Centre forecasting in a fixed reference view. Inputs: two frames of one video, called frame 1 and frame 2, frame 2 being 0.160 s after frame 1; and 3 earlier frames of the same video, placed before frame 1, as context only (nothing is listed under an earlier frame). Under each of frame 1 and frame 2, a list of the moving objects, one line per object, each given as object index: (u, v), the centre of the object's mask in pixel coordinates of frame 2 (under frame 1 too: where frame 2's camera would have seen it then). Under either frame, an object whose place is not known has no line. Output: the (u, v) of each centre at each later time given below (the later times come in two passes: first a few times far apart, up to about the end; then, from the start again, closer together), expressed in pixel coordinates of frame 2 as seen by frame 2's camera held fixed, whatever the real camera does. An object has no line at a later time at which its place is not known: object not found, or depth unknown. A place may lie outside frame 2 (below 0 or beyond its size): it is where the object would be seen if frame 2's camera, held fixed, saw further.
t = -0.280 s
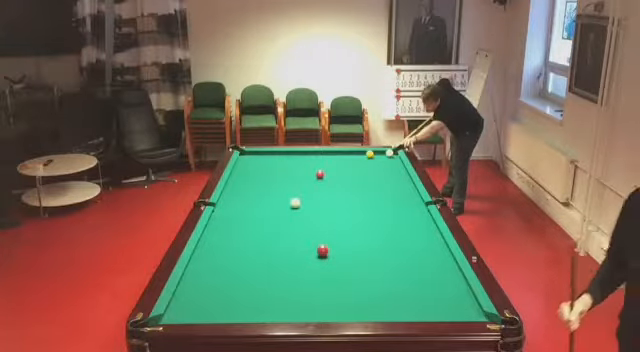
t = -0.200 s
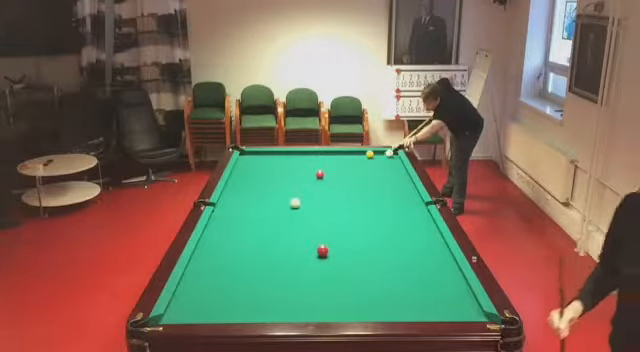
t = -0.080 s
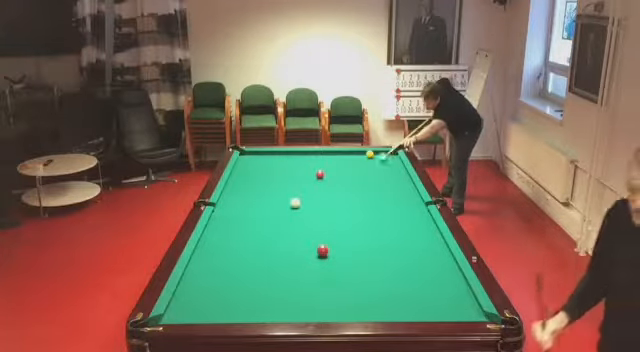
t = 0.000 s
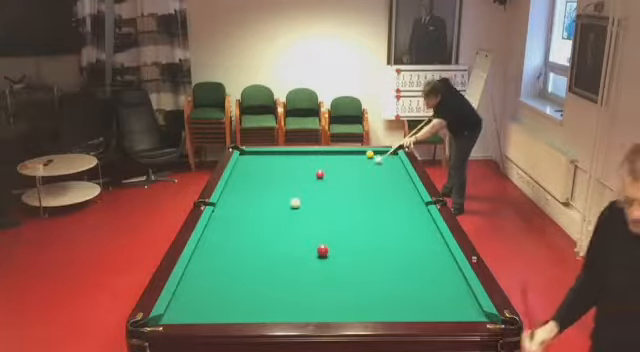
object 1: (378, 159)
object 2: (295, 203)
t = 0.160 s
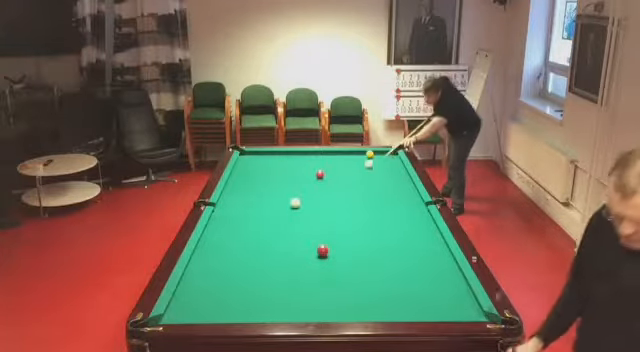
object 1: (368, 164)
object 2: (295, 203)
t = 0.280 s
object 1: (362, 167)
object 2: (295, 203)
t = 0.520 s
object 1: (347, 175)
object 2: (295, 203)
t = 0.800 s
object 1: (329, 186)
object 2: (295, 203)
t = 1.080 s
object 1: (308, 197)
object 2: (295, 203)
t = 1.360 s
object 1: (298, 201)
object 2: (282, 209)
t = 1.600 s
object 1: (294, 203)
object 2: (269, 215)
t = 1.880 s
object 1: (291, 206)
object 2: (253, 224)
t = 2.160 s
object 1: (287, 208)
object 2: (235, 233)
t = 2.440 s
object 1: (284, 210)
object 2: (218, 242)
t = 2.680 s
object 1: (281, 213)
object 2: (203, 250)
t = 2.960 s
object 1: (279, 214)
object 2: (201, 257)
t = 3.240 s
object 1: (276, 215)
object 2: (206, 264)
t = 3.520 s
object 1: (275, 217)
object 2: (211, 271)
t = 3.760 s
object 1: (274, 217)
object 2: (215, 276)
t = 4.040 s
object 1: (273, 218)
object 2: (219, 283)
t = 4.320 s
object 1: (272, 218)
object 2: (223, 289)
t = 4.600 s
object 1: (272, 218)
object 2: (228, 295)
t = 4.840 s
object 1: (272, 218)
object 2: (231, 300)
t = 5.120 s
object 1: (272, 218)
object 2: (234, 305)
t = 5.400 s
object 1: (272, 218)
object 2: (238, 310)
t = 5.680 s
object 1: (272, 218)
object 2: (241, 313)
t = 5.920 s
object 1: (272, 218)
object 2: (243, 314)
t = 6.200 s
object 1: (272, 218)
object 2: (246, 312)
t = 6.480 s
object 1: (272, 218)
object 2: (247, 311)
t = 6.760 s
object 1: (272, 218)
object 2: (248, 311)
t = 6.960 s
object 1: (272, 218)
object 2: (248, 311)
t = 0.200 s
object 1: (366, 165)
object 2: (295, 203)
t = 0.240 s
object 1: (364, 166)
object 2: (295, 203)
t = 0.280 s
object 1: (362, 167)
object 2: (295, 203)
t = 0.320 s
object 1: (359, 168)
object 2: (295, 203)
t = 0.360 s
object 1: (358, 170)
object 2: (295, 203)
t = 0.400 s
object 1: (355, 171)
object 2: (295, 203)
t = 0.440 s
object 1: (352, 173)
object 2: (295, 203)
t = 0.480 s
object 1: (350, 174)
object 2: (295, 203)
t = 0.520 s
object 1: (347, 175)
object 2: (295, 203)
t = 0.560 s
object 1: (345, 176)
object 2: (295, 203)
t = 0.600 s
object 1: (342, 178)
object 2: (295, 203)
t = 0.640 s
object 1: (340, 180)
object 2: (295, 203)
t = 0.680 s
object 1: (336, 181)
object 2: (295, 203)
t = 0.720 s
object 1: (333, 182)
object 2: (295, 203)
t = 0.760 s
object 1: (332, 184)
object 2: (295, 203)
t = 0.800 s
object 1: (329, 186)
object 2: (295, 203)
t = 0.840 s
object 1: (326, 187)
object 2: (295, 203)
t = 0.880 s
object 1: (323, 188)
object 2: (295, 203)
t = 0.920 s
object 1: (320, 189)
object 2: (295, 203)
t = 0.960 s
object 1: (319, 190)
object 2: (295, 203)
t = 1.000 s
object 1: (313, 192)
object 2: (295, 203)
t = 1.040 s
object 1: (310, 195)
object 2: (295, 203)
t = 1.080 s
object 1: (308, 197)
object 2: (295, 203)
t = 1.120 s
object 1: (304, 198)
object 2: (295, 203)
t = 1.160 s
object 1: (302, 198)
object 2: (295, 203)
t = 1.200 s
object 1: (300, 199)
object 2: (293, 204)
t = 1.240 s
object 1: (300, 200)
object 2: (290, 206)
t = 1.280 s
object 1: (299, 201)
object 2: (287, 207)
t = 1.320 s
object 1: (298, 201)
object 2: (285, 208)
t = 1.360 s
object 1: (298, 201)
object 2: (282, 209)
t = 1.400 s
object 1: (298, 202)
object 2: (280, 210)
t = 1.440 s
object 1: (297, 202)
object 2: (279, 211)
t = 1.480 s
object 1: (296, 202)
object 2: (276, 212)
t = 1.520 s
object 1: (296, 203)
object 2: (273, 213)
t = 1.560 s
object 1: (295, 203)
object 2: (271, 215)
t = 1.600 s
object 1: (294, 203)
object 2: (269, 215)
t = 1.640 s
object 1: (295, 203)
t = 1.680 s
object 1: (293, 204)
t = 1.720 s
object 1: (293, 205)
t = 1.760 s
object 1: (292, 206)
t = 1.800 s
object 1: (292, 205)
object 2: (258, 220)
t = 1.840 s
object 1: (291, 206)
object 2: (256, 221)
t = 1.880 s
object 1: (291, 206)
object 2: (253, 224)
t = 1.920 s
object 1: (290, 207)
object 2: (250, 225)
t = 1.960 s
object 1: (290, 207)
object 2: (248, 226)
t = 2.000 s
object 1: (289, 207)
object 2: (245, 228)
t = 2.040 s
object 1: (289, 208)
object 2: (243, 229)
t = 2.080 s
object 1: (288, 208)
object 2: (240, 231)
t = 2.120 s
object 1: (288, 208)
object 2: (238, 232)
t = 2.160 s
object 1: (287, 208)
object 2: (235, 233)
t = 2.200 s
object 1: (286, 209)
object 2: (233, 234)
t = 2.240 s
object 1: (286, 209)
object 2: (231, 235)
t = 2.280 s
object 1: (286, 209)
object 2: (228, 236)
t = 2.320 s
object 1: (286, 209)
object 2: (226, 238)
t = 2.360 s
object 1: (285, 210)
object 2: (223, 239)
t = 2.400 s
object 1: (284, 210)
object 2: (221, 240)
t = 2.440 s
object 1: (284, 210)
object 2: (218, 242)
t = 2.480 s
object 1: (283, 211)
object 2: (215, 243)
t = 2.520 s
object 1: (283, 211)
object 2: (213, 244)
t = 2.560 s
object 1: (283, 212)
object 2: (210, 246)
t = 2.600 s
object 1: (282, 212)
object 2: (208, 247)
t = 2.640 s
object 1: (282, 212)
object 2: (205, 248)
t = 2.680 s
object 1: (281, 213)
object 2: (203, 250)
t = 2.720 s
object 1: (281, 212)
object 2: (200, 251)
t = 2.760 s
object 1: (281, 213)
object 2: (198, 253)
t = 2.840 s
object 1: (279, 213)
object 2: (200, 255)
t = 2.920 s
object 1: (279, 214)
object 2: (200, 256)
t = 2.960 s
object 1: (279, 214)
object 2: (201, 257)
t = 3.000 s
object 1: (279, 214)
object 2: (202, 258)
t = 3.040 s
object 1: (278, 214)
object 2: (202, 259)
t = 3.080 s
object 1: (278, 214)
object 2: (203, 260)
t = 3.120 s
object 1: (277, 215)
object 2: (204, 262)
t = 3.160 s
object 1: (277, 215)
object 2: (205, 263)
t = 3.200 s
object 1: (277, 215)
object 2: (206, 263)
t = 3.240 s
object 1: (276, 215)
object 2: (206, 264)
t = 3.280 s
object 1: (277, 216)
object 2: (207, 265)
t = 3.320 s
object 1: (276, 215)
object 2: (207, 266)
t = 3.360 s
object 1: (276, 215)
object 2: (208, 267)
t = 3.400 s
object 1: (276, 216)
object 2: (209, 268)
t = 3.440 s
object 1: (276, 216)
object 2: (209, 269)
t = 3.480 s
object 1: (275, 216)
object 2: (210, 270)
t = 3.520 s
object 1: (275, 217)
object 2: (211, 271)
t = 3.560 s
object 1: (275, 217)
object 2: (211, 272)
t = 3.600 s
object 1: (275, 217)
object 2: (212, 273)
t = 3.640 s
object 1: (275, 217)
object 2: (213, 274)
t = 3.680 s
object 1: (275, 217)
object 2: (213, 274)
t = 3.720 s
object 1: (274, 217)
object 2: (214, 276)
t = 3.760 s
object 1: (274, 217)
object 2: (215, 276)
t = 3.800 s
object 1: (273, 217)
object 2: (215, 277)
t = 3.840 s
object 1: (273, 217)
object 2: (216, 278)
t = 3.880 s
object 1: (273, 217)
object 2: (217, 279)
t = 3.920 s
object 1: (273, 217)
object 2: (217, 280)
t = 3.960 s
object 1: (273, 217)
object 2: (218, 281)
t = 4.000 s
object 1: (273, 217)
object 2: (219, 282)
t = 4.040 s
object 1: (273, 218)
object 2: (219, 283)
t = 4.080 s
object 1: (273, 218)
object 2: (220, 284)
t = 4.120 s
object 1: (272, 218)
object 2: (220, 284)
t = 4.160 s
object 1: (272, 218)
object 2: (221, 285)
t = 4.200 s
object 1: (272, 218)
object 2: (222, 286)
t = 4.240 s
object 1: (272, 218)
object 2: (222, 287)
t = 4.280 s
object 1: (272, 218)
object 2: (223, 288)
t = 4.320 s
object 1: (272, 218)
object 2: (223, 289)
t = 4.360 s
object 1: (272, 218)
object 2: (224, 290)
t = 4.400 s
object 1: (272, 218)
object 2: (225, 291)
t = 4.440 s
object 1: (272, 218)
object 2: (225, 292)
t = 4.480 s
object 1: (272, 218)
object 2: (226, 292)
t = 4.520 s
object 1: (272, 218)
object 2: (226, 293)
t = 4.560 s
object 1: (272, 218)
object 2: (227, 294)
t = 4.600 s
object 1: (272, 218)
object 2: (228, 295)
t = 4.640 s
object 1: (272, 218)
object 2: (228, 295)
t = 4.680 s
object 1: (272, 218)
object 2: (229, 297)
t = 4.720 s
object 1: (272, 218)
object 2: (229, 297)
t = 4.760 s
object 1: (272, 218)
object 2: (230, 298)
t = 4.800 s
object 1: (272, 218)
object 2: (230, 299)
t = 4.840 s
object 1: (272, 218)
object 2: (231, 300)
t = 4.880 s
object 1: (272, 218)
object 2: (231, 301)
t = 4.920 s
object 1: (272, 218)
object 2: (232, 301)
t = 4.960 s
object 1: (272, 218)
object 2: (232, 302)
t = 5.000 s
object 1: (272, 218)
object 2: (233, 303)
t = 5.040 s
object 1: (272, 218)
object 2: (233, 304)
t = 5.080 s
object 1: (272, 218)
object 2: (234, 304)
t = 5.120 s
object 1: (272, 218)
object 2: (234, 305)
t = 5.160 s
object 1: (272, 218)
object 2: (235, 306)
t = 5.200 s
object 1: (272, 218)
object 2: (235, 307)
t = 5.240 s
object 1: (272, 218)
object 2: (235, 307)
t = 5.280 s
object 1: (272, 218)
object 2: (236, 308)
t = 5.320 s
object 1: (272, 218)
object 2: (237, 309)
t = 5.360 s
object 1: (272, 218)
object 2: (237, 309)
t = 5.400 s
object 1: (272, 218)
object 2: (238, 310)
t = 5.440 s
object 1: (272, 218)
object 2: (238, 311)
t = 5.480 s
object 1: (272, 218)
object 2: (238, 311)
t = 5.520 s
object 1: (272, 218)
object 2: (239, 312)
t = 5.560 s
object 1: (272, 218)
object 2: (239, 312)
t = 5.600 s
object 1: (272, 218)
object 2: (240, 313)
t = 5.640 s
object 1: (272, 218)
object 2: (240, 313)
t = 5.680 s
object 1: (272, 218)
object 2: (241, 313)
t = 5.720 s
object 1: (272, 218)
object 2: (242, 314)
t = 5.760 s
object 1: (272, 218)
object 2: (242, 314)
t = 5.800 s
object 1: (272, 218)
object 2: (242, 314)
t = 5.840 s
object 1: (272, 218)
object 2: (242, 314)
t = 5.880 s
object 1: (272, 218)
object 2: (243, 314)
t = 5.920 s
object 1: (272, 218)
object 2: (243, 314)
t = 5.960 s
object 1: (272, 218)
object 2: (244, 313)
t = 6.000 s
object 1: (272, 218)
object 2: (244, 313)
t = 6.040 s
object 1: (272, 218)
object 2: (244, 313)
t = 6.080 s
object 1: (272, 218)
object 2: (245, 312)
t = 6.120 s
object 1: (272, 218)
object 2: (245, 312)
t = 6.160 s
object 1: (272, 218)
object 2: (245, 312)
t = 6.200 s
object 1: (272, 218)
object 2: (246, 312)
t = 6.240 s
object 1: (272, 218)
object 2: (246, 312)
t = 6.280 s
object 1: (272, 218)
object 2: (246, 312)
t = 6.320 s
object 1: (272, 218)
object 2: (246, 312)
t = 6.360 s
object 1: (272, 218)
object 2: (247, 311)
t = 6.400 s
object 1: (272, 218)
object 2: (247, 311)
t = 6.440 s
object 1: (272, 218)
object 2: (247, 311)
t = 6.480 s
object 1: (272, 218)
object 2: (247, 311)
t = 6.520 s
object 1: (272, 218)
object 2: (247, 311)
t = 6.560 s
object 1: (272, 218)
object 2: (248, 311)
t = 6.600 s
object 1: (272, 218)
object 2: (248, 311)
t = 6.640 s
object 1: (272, 218)
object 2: (248, 311)
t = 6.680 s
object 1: (272, 218)
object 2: (248, 311)
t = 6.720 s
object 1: (272, 218)
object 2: (248, 311)
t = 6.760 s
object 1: (272, 218)
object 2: (248, 311)
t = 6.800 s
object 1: (272, 218)
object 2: (248, 311)
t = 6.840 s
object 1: (272, 218)
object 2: (248, 311)
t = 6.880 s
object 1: (272, 218)
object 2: (248, 311)
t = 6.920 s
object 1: (272, 218)
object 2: (248, 311)
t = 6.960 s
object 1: (272, 218)
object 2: (248, 311)
